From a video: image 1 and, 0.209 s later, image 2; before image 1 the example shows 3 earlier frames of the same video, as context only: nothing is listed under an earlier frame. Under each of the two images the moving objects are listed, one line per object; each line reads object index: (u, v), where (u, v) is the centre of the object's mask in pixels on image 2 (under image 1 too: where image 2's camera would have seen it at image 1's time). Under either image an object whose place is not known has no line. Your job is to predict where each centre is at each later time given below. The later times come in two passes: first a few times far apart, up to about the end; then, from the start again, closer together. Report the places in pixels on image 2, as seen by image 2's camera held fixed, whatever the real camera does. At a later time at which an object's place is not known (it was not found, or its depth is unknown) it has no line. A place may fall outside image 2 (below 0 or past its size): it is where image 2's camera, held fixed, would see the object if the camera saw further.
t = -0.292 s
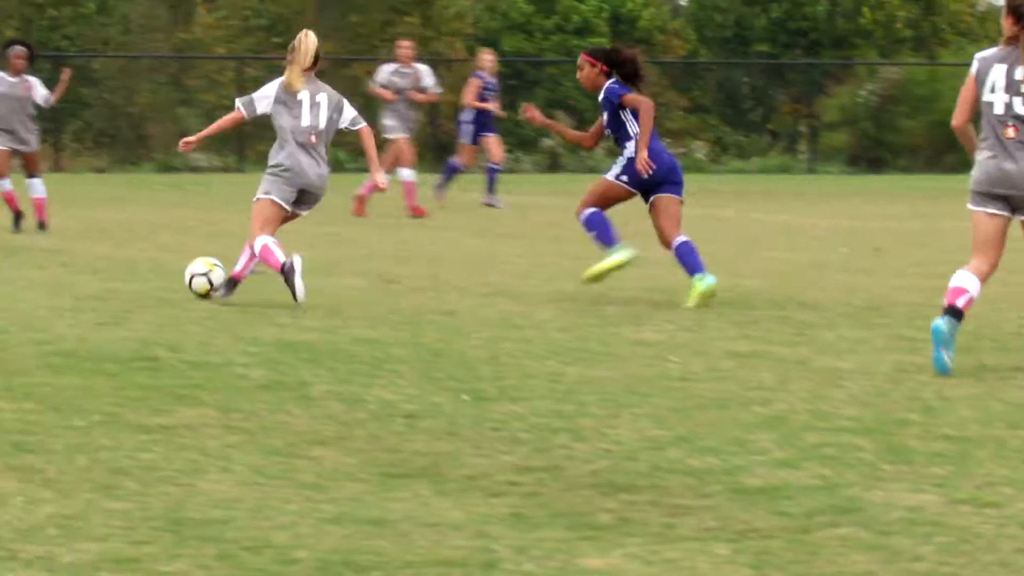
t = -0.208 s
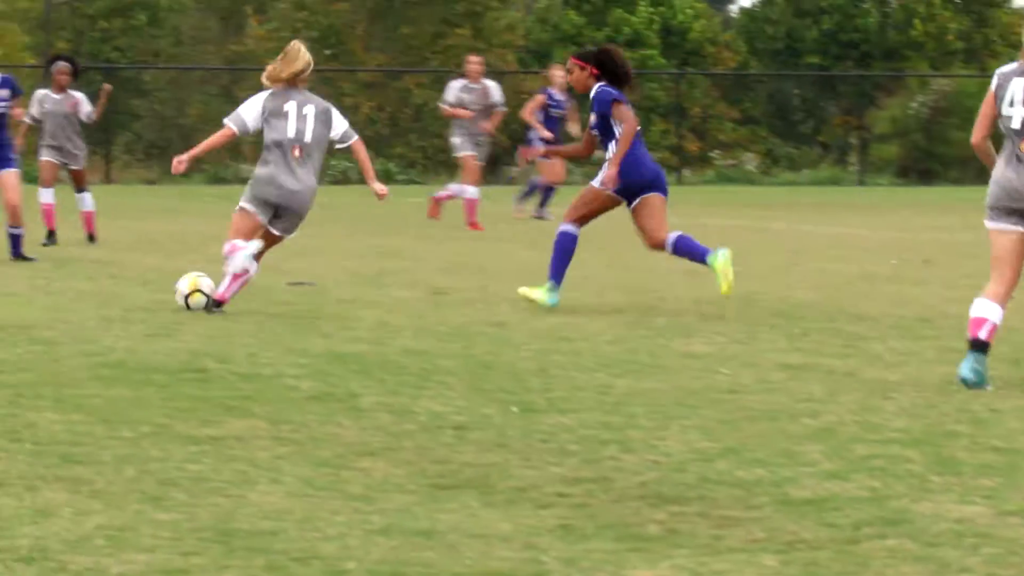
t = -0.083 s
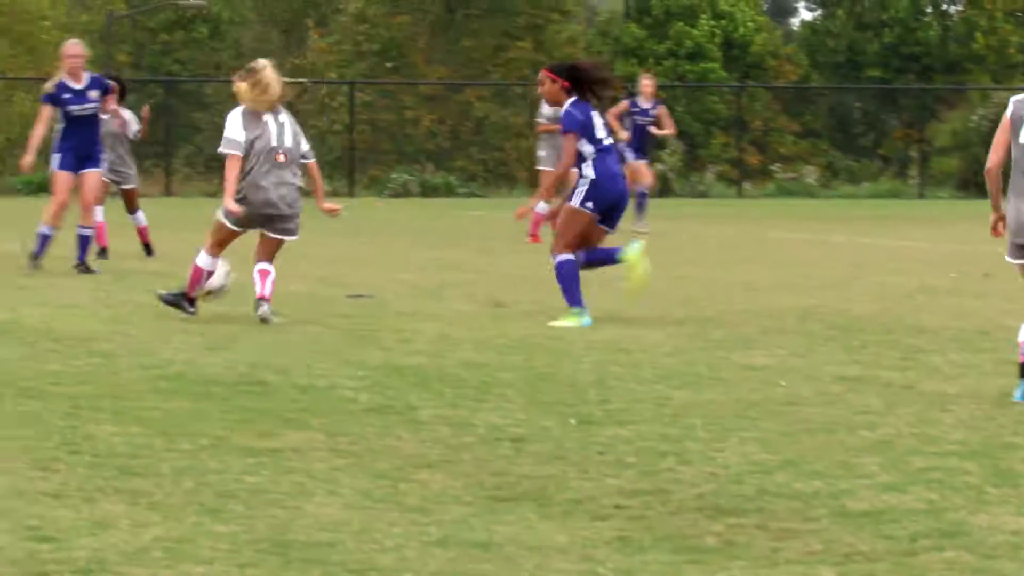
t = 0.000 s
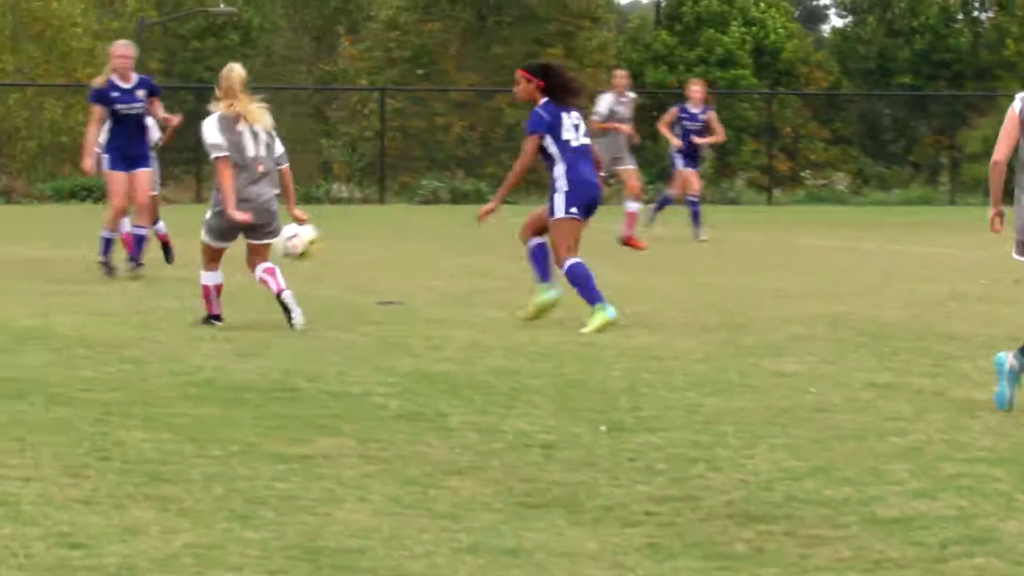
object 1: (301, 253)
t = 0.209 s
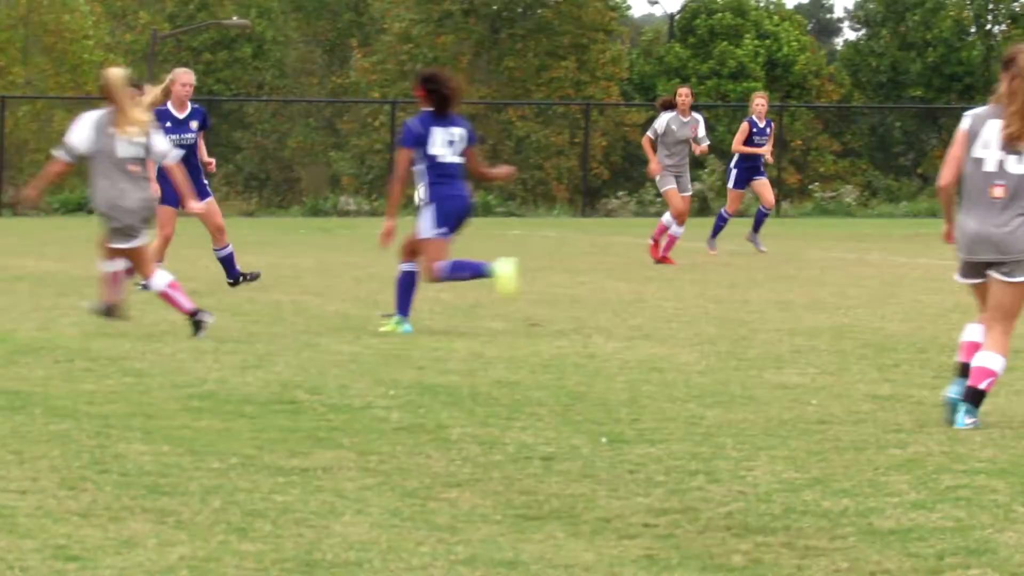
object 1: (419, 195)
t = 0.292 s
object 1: (479, 193)
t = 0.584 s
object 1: (627, 241)
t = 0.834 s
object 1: (722, 236)
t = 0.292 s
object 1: (479, 193)
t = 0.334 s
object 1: (501, 194)
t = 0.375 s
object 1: (524, 198)
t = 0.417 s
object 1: (546, 202)
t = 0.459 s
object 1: (566, 210)
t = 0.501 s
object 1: (588, 219)
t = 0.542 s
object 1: (608, 229)
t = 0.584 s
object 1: (627, 241)
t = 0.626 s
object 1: (647, 254)
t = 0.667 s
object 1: (667, 269)
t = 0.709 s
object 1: (682, 261)
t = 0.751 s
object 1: (695, 251)
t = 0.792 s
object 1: (708, 243)
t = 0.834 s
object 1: (722, 236)
